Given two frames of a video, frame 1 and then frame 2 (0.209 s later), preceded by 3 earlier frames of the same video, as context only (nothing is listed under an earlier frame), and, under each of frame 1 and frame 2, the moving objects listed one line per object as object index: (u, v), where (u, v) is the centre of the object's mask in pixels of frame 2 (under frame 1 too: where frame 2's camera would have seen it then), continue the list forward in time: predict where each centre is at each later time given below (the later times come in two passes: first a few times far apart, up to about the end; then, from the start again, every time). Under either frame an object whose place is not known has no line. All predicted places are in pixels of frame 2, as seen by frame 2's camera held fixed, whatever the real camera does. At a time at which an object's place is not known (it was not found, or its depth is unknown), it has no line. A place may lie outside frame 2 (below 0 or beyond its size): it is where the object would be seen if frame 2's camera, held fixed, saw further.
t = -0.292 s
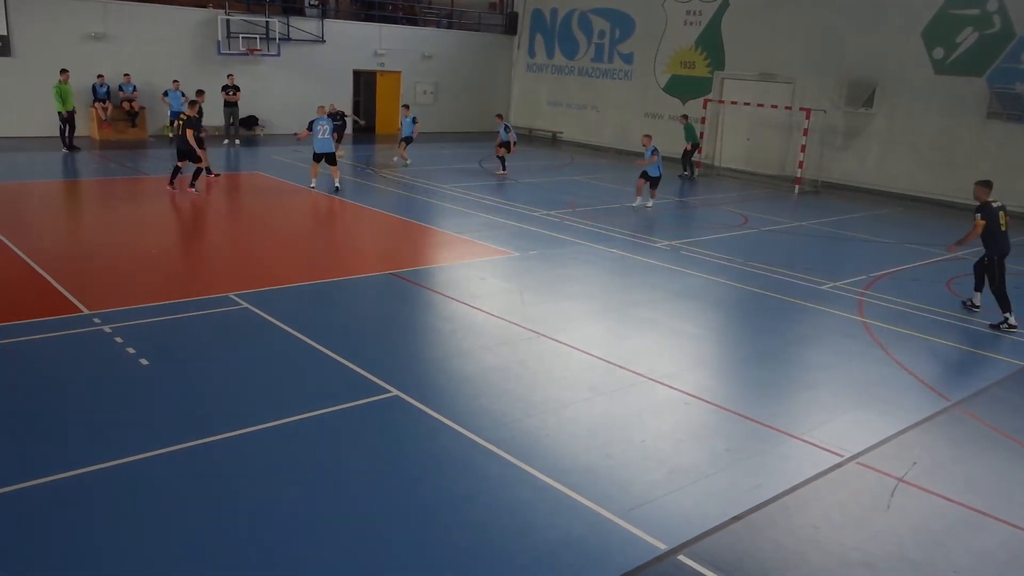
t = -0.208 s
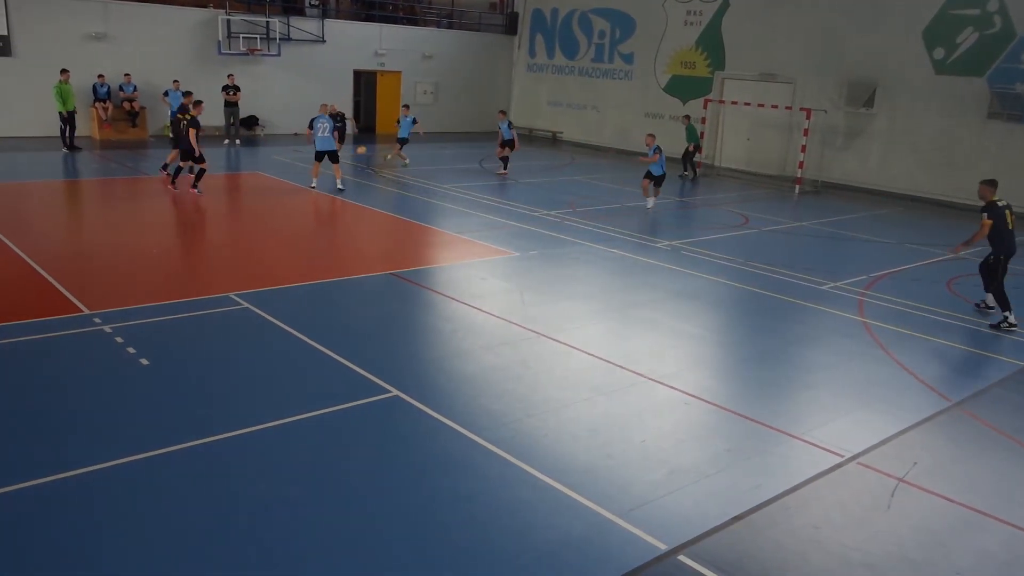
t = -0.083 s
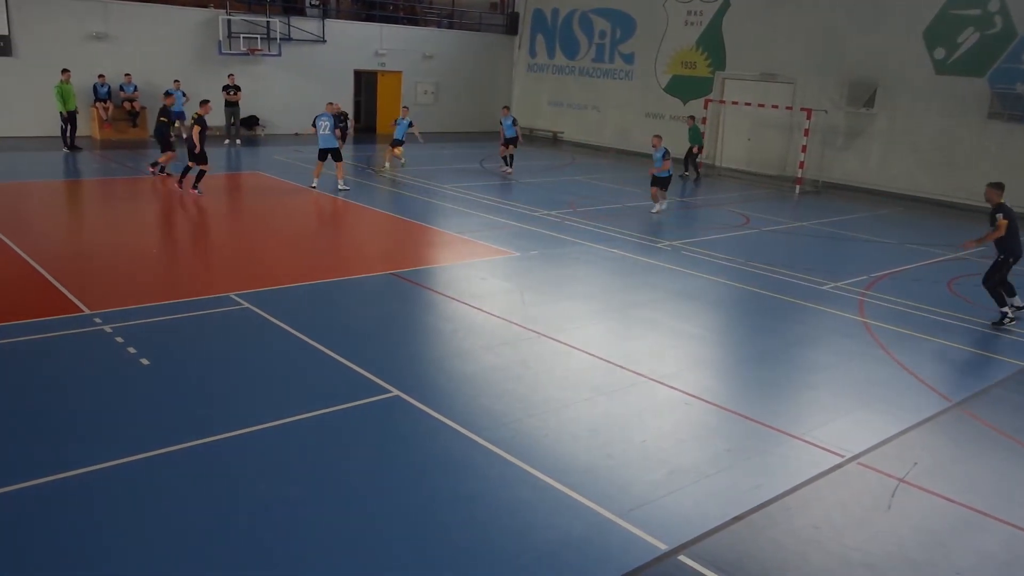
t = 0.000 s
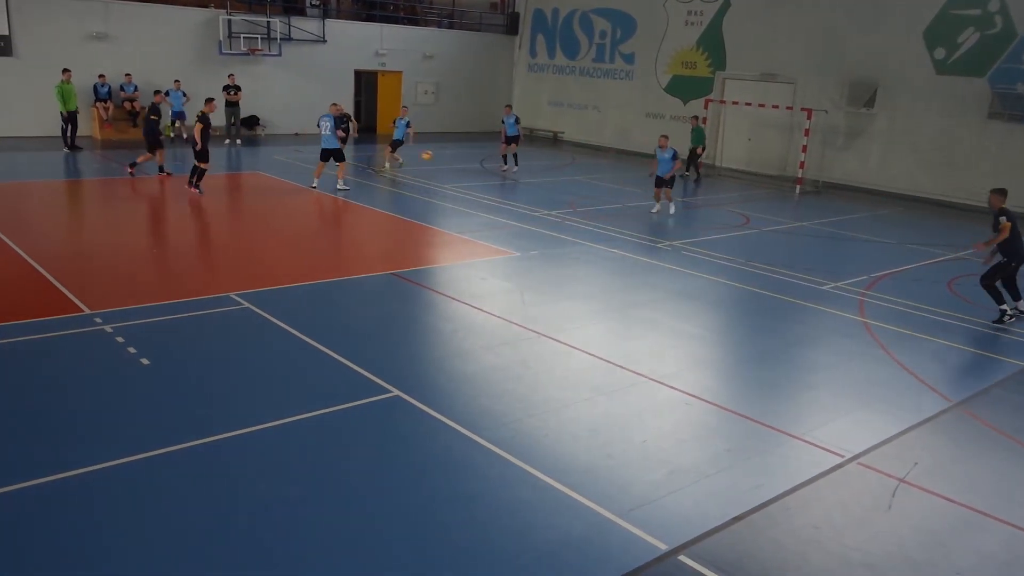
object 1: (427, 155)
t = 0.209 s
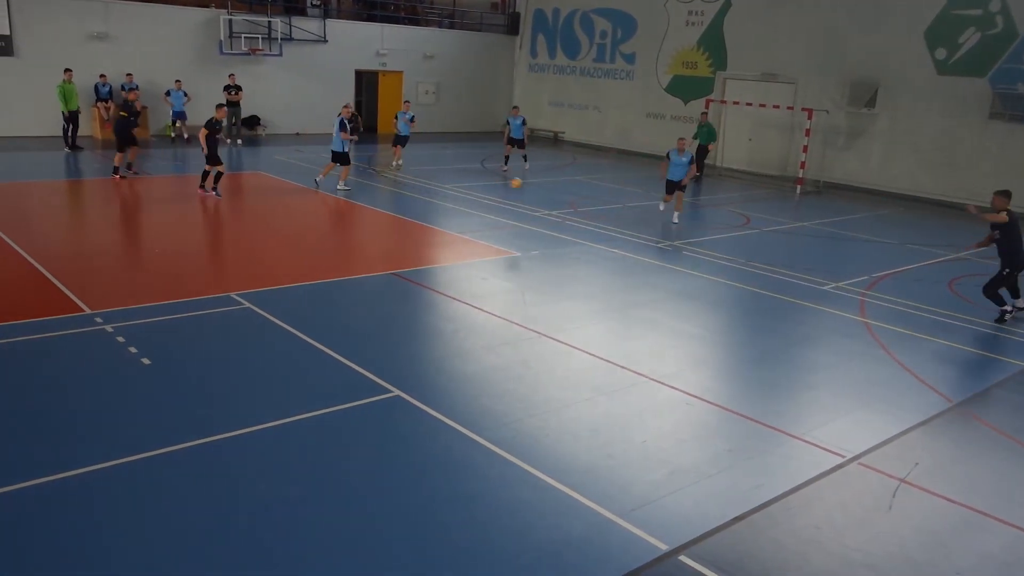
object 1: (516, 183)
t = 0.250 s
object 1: (537, 193)
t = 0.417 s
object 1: (639, 248)
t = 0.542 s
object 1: (730, 295)
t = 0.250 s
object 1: (537, 193)
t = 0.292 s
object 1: (560, 204)
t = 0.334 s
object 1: (584, 216)
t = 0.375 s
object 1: (611, 230)
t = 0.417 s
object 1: (639, 248)
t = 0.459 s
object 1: (670, 266)
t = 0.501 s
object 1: (702, 289)
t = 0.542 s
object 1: (730, 295)
